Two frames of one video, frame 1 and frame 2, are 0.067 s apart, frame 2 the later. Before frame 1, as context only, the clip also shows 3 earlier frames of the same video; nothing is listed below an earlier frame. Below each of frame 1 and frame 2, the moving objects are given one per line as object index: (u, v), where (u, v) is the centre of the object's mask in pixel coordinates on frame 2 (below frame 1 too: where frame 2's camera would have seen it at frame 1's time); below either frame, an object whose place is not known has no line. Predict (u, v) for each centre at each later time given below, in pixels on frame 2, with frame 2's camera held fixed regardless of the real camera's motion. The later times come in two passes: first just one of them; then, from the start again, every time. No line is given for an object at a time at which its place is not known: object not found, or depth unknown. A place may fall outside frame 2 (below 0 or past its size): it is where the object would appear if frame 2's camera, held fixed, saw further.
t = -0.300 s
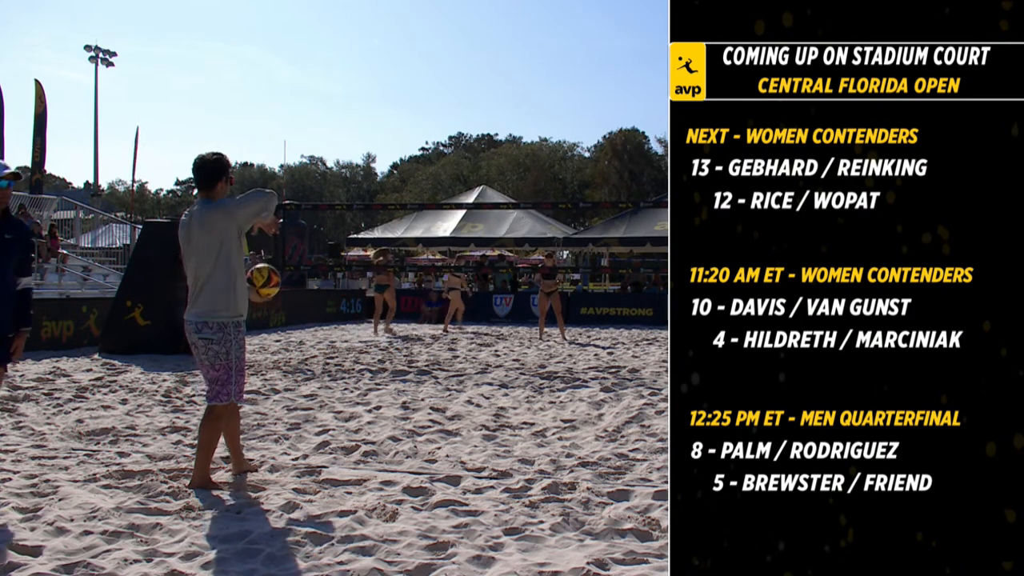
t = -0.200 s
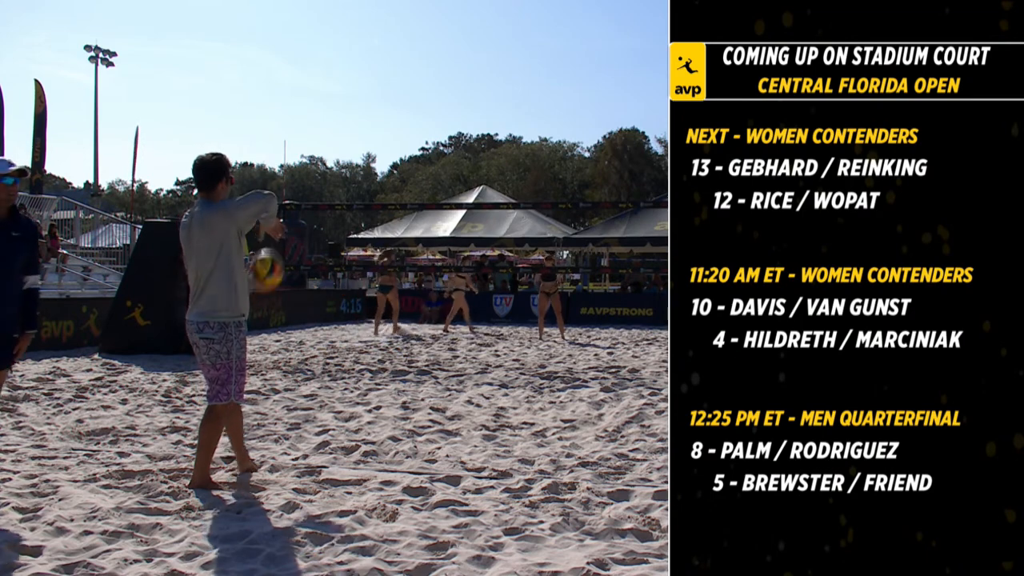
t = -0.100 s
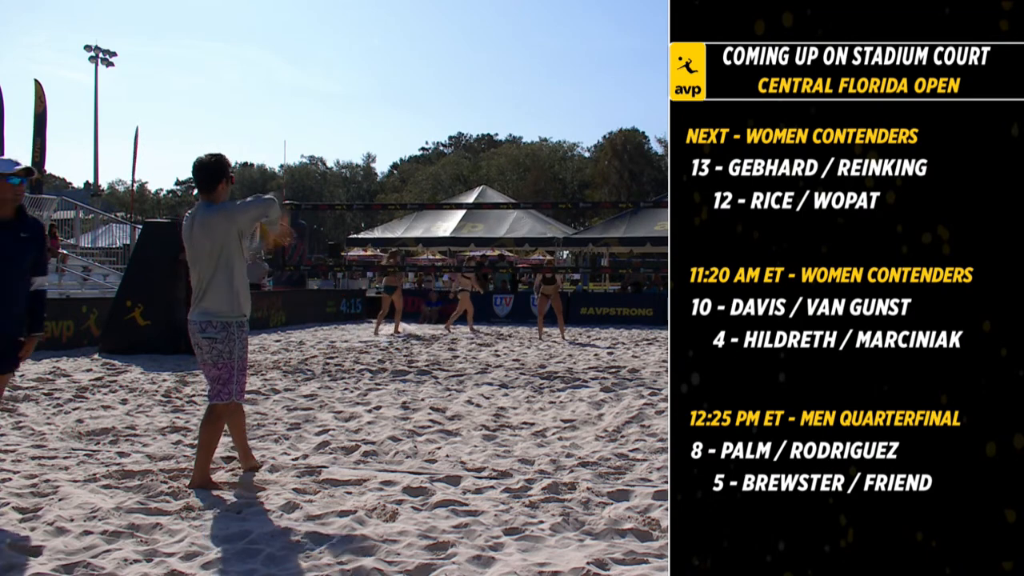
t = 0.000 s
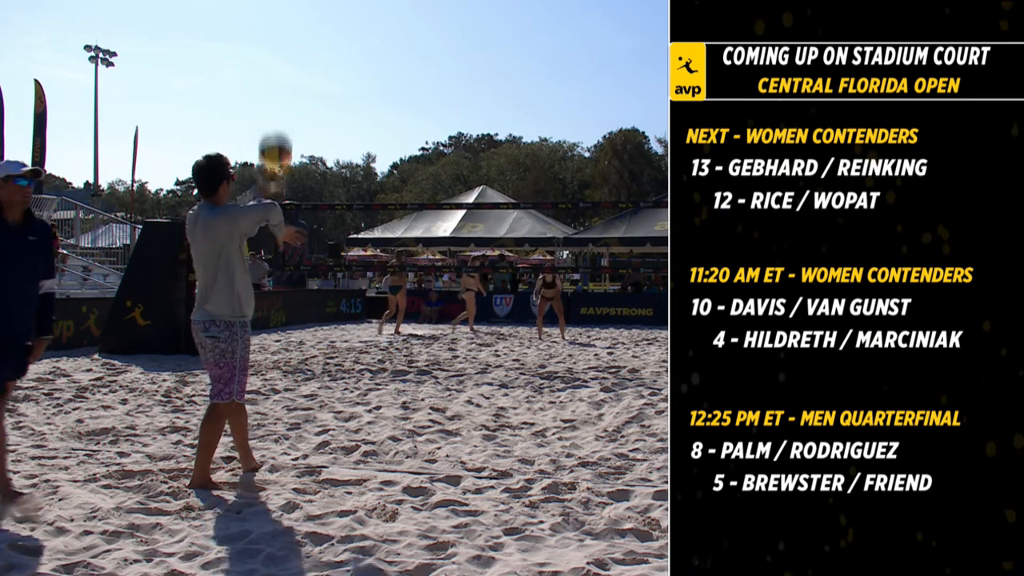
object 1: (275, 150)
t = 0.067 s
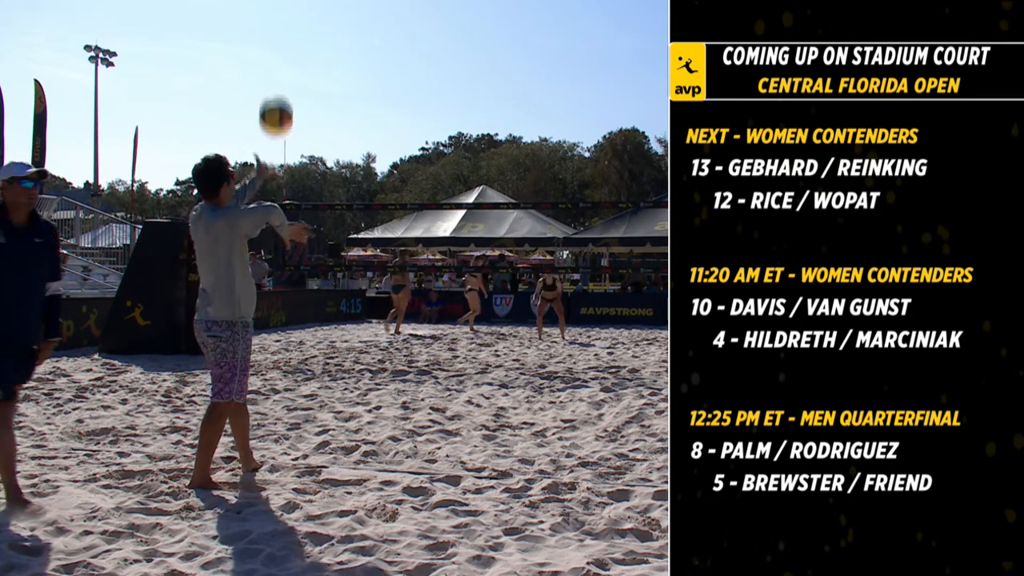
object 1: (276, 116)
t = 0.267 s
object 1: (277, 51)
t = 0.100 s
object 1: (276, 101)
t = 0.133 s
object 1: (276, 88)
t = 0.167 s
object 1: (276, 76)
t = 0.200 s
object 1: (277, 66)
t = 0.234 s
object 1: (277, 57)
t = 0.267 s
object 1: (277, 51)
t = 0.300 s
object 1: (277, 46)
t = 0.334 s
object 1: (277, 43)
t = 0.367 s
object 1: (277, 42)
